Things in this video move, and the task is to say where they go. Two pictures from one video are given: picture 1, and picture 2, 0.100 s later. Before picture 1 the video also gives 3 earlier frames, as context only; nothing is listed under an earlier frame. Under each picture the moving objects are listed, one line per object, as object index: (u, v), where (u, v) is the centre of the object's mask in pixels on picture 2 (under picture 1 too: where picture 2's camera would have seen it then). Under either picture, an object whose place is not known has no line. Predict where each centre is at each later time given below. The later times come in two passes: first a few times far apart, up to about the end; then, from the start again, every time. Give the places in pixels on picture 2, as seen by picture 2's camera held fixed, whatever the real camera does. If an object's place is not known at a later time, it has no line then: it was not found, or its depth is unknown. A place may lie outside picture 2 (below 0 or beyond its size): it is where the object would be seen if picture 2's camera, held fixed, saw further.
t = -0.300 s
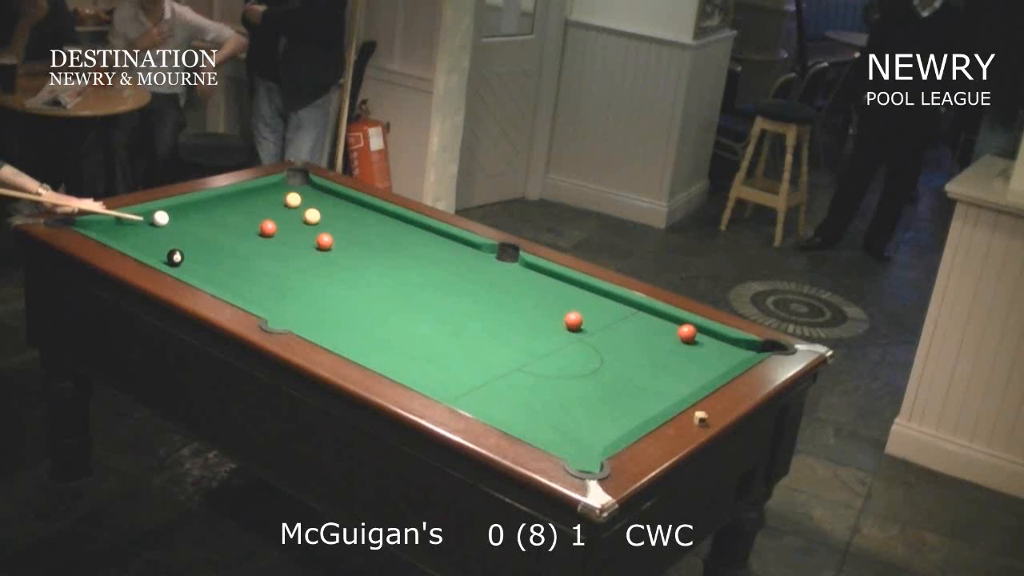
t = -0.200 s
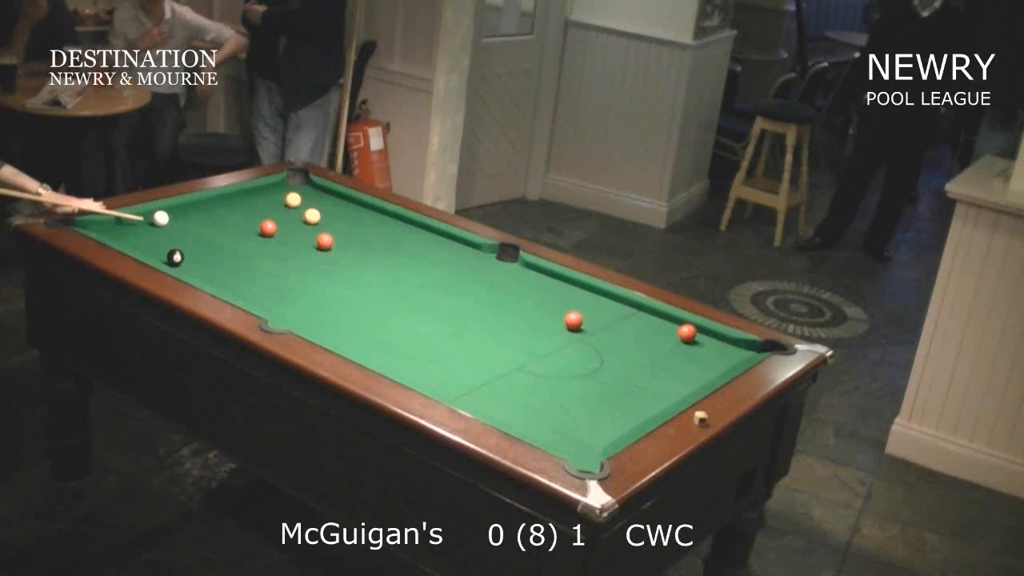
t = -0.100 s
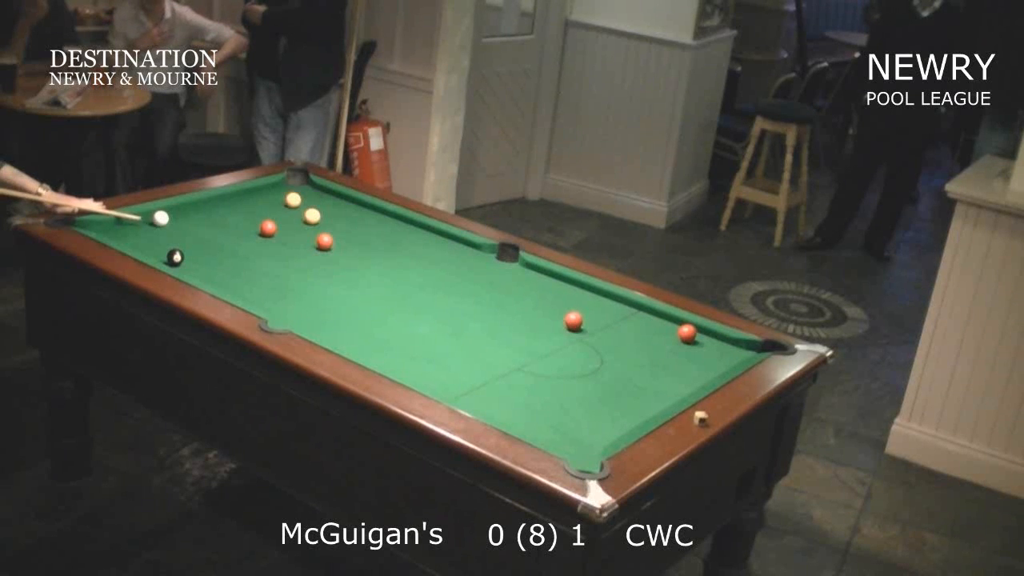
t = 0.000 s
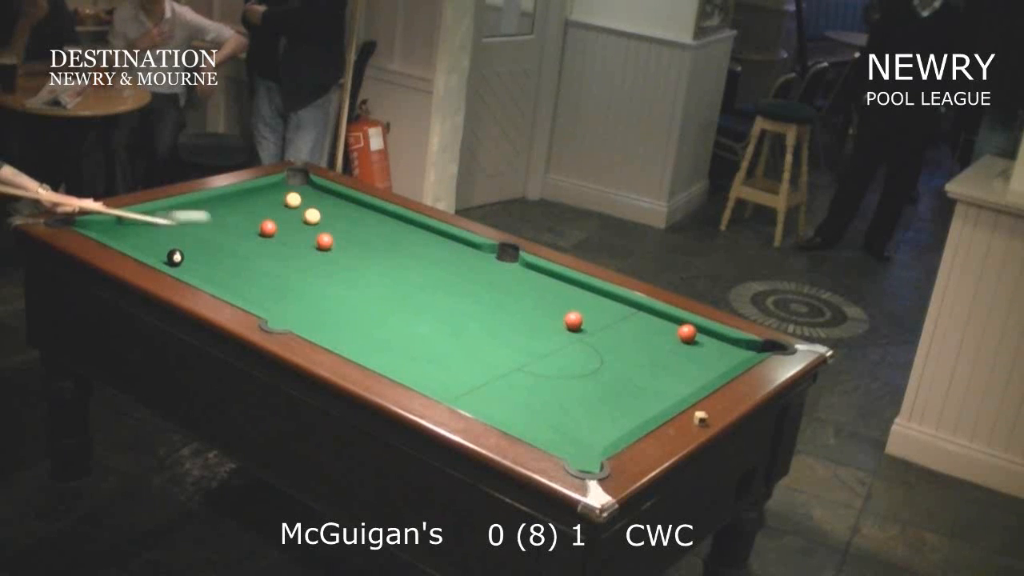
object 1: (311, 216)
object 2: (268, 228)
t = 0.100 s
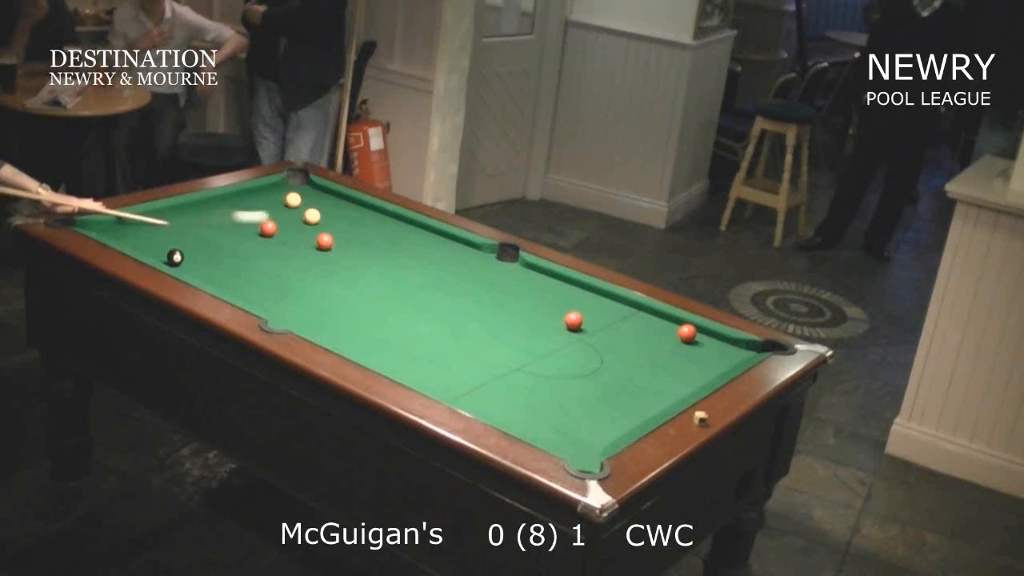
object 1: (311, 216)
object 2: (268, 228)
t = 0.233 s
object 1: (346, 213)
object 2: (268, 228)
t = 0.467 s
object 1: (371, 224)
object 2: (266, 229)
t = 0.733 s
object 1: (343, 251)
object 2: (259, 233)
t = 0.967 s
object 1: (317, 275)
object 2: (254, 235)
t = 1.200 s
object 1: (290, 302)
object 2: (249, 238)
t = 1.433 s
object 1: (295, 320)
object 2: (245, 240)
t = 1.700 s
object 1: (340, 337)
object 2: (241, 242)
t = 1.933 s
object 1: (380, 354)
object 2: (239, 243)
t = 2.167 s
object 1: (420, 370)
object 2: (238, 244)
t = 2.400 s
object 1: (457, 385)
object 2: (238, 244)
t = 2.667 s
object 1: (496, 401)
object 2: (237, 245)
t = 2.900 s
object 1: (533, 415)
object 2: (237, 245)
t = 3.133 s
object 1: (569, 430)
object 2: (237, 245)
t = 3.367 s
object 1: (595, 439)
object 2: (237, 245)
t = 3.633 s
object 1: (576, 429)
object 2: (237, 245)
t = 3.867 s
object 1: (561, 422)
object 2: (237, 245)
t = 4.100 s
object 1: (549, 416)
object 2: (237, 245)
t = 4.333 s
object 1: (537, 410)
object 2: (237, 245)
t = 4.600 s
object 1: (527, 405)
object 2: (237, 245)
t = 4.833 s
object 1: (520, 403)
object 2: (237, 245)
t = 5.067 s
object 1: (515, 400)
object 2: (237, 245)
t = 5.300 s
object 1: (511, 399)
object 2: (237, 245)
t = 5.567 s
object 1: (509, 398)
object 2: (237, 245)
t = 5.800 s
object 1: (509, 398)
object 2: (237, 245)
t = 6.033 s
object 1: (509, 398)
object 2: (237, 245)
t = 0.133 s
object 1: (311, 216)
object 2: (268, 228)
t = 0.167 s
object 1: (319, 215)
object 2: (268, 228)
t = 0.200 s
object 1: (337, 214)
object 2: (268, 227)
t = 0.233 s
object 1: (346, 213)
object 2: (268, 228)
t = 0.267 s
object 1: (357, 213)
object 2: (268, 228)
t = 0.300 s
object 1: (374, 212)
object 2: (268, 228)
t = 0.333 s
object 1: (383, 213)
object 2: (268, 228)
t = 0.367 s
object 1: (379, 216)
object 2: (267, 228)
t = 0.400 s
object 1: (375, 220)
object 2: (267, 228)
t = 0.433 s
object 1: (373, 222)
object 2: (267, 228)
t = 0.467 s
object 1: (371, 224)
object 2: (266, 229)
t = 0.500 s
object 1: (367, 228)
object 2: (266, 229)
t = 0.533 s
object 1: (363, 231)
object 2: (264, 230)
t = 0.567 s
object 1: (359, 235)
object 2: (263, 231)
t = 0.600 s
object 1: (356, 238)
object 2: (262, 231)
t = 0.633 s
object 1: (354, 240)
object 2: (262, 231)
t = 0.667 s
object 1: (351, 243)
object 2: (261, 232)
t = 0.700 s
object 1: (347, 247)
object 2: (260, 232)
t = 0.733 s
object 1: (343, 251)
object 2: (259, 233)
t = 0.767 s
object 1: (339, 254)
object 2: (258, 233)
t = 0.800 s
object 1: (335, 258)
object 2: (258, 234)
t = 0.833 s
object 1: (333, 261)
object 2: (257, 234)
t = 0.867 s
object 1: (330, 263)
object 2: (256, 234)
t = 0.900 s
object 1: (326, 267)
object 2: (255, 235)
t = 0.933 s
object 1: (322, 271)
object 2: (254, 235)
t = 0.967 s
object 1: (317, 275)
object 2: (254, 235)
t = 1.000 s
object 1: (313, 280)
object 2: (253, 236)
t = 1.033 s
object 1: (311, 281)
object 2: (252, 236)
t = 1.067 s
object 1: (308, 284)
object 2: (252, 236)
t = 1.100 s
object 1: (304, 289)
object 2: (251, 237)
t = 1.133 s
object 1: (299, 293)
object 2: (250, 237)
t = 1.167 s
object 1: (294, 298)
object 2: (250, 238)
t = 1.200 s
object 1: (290, 302)
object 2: (249, 238)
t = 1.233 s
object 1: (287, 304)
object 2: (248, 238)
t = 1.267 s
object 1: (284, 308)
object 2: (248, 238)
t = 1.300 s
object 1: (279, 312)
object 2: (247, 239)
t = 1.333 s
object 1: (277, 316)
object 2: (247, 239)
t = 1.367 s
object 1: (285, 318)
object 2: (246, 239)
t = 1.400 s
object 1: (292, 319)
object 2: (245, 240)
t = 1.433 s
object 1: (295, 320)
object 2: (245, 240)
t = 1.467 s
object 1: (300, 322)
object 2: (244, 240)
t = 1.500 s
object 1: (306, 324)
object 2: (244, 241)
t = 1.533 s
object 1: (313, 326)
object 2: (243, 241)
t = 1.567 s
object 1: (320, 329)
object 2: (243, 241)
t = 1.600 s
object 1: (327, 331)
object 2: (242, 241)
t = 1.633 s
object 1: (330, 333)
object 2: (242, 241)
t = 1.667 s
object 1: (334, 335)
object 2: (242, 242)
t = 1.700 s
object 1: (340, 337)
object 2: (241, 242)
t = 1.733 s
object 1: (347, 340)
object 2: (241, 242)
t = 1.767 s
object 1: (354, 342)
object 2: (240, 243)
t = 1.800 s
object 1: (360, 345)
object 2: (240, 243)
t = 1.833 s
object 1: (364, 347)
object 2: (240, 243)
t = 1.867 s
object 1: (367, 348)
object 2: (240, 243)
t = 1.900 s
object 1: (374, 351)
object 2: (239, 243)
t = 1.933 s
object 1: (380, 354)
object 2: (239, 243)
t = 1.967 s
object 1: (387, 356)
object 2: (239, 243)
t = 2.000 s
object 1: (392, 359)
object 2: (239, 244)
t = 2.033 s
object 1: (397, 360)
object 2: (239, 244)
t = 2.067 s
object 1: (400, 362)
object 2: (239, 244)
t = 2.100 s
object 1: (407, 364)
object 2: (239, 244)
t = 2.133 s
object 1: (413, 367)
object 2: (239, 244)
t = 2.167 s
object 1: (420, 370)
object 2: (238, 244)
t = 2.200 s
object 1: (425, 372)
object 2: (238, 244)
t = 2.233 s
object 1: (429, 373)
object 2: (238, 244)
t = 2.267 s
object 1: (433, 375)
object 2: (238, 244)
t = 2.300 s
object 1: (439, 378)
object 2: (238, 244)
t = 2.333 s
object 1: (445, 380)
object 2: (238, 244)
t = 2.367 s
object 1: (452, 383)
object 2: (238, 244)
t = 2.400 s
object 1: (457, 385)
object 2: (238, 244)
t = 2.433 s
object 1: (461, 386)
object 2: (238, 245)
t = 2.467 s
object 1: (465, 388)
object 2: (237, 245)
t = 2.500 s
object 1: (471, 391)
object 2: (237, 245)
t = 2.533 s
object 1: (477, 393)
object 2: (237, 245)
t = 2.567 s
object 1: (483, 396)
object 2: (237, 245)
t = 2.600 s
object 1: (489, 398)
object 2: (237, 245)
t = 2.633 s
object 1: (492, 399)
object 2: (237, 245)
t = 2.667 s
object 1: (496, 401)
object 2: (237, 245)
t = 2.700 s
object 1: (502, 403)
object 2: (237, 245)
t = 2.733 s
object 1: (509, 406)
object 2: (237, 245)
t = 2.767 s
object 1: (515, 408)
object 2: (237, 245)
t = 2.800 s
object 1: (520, 410)
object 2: (237, 245)
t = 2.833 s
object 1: (524, 412)
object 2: (237, 245)
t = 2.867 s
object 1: (527, 413)
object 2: (237, 245)
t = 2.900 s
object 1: (533, 415)
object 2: (237, 245)
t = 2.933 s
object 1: (539, 418)
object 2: (237, 245)
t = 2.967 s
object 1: (545, 420)
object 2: (237, 245)
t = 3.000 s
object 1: (550, 422)
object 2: (237, 245)
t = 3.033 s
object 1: (554, 424)
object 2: (237, 245)
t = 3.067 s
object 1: (558, 425)
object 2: (237, 245)
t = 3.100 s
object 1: (563, 427)
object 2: (237, 245)
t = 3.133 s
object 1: (569, 430)
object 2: (237, 245)
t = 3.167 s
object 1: (575, 432)
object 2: (237, 245)
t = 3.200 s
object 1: (580, 434)
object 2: (237, 245)
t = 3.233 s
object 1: (584, 435)
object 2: (237, 245)
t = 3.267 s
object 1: (587, 437)
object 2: (237, 245)
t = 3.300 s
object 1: (592, 438)
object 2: (237, 245)
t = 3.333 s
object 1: (597, 440)
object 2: (237, 245)
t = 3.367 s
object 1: (595, 439)
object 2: (237, 245)
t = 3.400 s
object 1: (593, 437)
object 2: (237, 245)
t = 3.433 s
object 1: (591, 437)
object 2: (237, 245)
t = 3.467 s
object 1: (589, 436)
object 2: (237, 245)
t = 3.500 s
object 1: (587, 435)
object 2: (237, 245)
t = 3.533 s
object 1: (584, 433)
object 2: (237, 245)
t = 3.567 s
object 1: (580, 431)
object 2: (237, 245)
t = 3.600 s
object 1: (578, 430)
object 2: (237, 245)
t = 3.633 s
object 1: (576, 429)
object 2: (237, 245)
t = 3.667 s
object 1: (575, 429)
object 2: (237, 245)
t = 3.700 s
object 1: (572, 428)
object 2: (237, 245)
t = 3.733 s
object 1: (570, 426)
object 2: (237, 245)
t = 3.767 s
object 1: (567, 425)
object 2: (237, 245)
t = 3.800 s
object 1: (565, 424)
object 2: (237, 245)
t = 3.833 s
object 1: (563, 423)
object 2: (237, 245)
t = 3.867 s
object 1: (561, 422)
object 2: (237, 245)
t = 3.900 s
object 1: (559, 421)
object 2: (237, 245)
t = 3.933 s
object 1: (557, 420)
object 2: (237, 245)
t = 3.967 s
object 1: (555, 419)
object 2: (237, 245)
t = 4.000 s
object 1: (553, 418)
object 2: (237, 245)
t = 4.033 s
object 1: (552, 418)
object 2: (237, 245)
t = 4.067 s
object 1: (550, 417)
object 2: (237, 245)
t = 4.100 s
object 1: (549, 416)
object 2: (237, 245)
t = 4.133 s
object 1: (547, 415)
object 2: (237, 245)
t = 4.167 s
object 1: (544, 414)
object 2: (237, 245)
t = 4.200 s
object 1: (543, 413)
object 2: (237, 245)
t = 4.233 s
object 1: (542, 413)
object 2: (237, 245)
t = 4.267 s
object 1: (540, 412)
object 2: (237, 245)
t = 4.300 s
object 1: (539, 411)
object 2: (237, 245)
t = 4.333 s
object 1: (537, 410)
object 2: (237, 245)
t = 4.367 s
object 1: (536, 409)
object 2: (237, 245)
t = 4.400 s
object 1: (534, 409)
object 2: (237, 245)
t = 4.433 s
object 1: (533, 408)
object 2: (237, 245)
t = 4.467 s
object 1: (532, 408)
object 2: (237, 245)
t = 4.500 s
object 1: (531, 407)
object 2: (237, 245)
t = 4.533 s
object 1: (529, 407)
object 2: (237, 245)
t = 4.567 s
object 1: (528, 406)
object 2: (237, 245)
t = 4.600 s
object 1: (527, 405)
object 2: (237, 245)
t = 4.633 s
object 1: (526, 405)
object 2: (237, 245)
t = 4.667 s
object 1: (525, 405)
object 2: (237, 245)
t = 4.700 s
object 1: (524, 404)
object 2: (237, 245)
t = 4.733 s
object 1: (523, 404)
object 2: (237, 245)
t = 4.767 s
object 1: (521, 403)
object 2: (237, 245)
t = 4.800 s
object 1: (520, 403)
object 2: (237, 245)
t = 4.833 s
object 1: (520, 403)
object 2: (237, 245)
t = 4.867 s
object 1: (519, 402)
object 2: (237, 245)
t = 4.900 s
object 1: (518, 402)
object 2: (237, 245)
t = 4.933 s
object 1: (517, 401)
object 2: (237, 245)
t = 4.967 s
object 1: (516, 401)
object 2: (237, 245)
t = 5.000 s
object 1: (516, 401)
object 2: (237, 245)
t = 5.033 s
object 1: (515, 400)
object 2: (237, 245)
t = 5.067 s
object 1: (515, 400)
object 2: (237, 245)
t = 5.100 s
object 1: (514, 400)
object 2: (237, 245)
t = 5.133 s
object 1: (513, 400)
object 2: (237, 245)
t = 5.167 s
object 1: (513, 399)
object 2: (237, 245)
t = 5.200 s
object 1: (512, 399)
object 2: (237, 245)
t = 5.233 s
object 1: (512, 399)
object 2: (237, 245)
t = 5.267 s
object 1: (511, 399)
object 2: (237, 245)
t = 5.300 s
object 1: (511, 399)
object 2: (237, 245)
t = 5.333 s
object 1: (511, 399)
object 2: (237, 245)
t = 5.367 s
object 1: (510, 398)
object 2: (237, 245)
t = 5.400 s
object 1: (510, 398)
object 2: (237, 245)
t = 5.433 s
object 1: (510, 398)
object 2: (237, 245)
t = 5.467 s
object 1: (510, 398)
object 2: (237, 245)
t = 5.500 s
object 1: (509, 398)
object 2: (237, 245)
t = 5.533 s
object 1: (509, 398)
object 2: (237, 245)
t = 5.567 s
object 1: (509, 398)
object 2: (237, 245)
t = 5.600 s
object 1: (509, 398)
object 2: (237, 245)
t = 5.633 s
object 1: (509, 398)
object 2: (237, 245)
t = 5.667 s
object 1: (509, 398)
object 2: (237, 245)
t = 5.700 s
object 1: (509, 398)
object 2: (237, 245)
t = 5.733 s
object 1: (509, 398)
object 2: (237, 245)
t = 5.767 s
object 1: (509, 398)
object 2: (237, 245)
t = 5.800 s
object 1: (509, 398)
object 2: (237, 245)
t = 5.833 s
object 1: (509, 398)
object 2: (237, 245)
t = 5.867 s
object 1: (509, 398)
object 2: (237, 245)
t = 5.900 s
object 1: (509, 398)
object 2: (237, 245)
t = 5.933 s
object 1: (509, 398)
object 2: (237, 245)
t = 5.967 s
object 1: (509, 398)
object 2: (237, 245)
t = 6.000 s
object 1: (509, 398)
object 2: (237, 245)
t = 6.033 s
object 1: (509, 398)
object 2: (237, 245)
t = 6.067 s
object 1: (509, 398)
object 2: (237, 245)
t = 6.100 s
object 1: (509, 397)
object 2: (237, 245)
